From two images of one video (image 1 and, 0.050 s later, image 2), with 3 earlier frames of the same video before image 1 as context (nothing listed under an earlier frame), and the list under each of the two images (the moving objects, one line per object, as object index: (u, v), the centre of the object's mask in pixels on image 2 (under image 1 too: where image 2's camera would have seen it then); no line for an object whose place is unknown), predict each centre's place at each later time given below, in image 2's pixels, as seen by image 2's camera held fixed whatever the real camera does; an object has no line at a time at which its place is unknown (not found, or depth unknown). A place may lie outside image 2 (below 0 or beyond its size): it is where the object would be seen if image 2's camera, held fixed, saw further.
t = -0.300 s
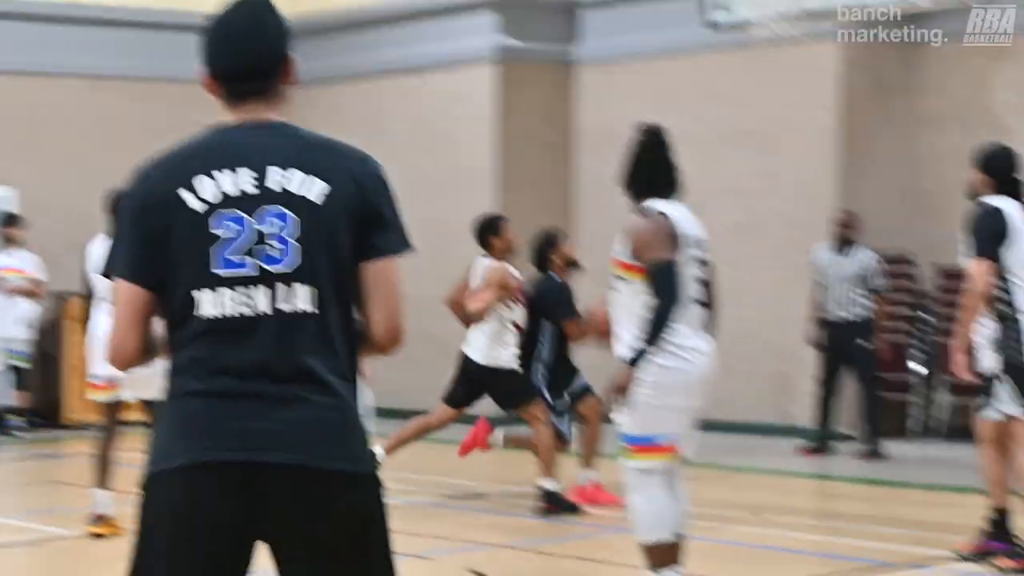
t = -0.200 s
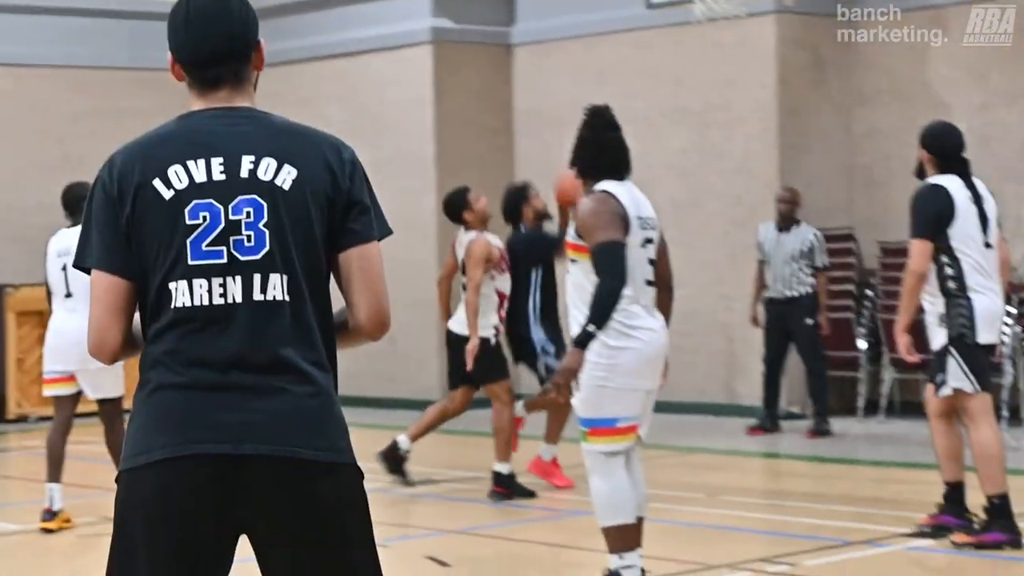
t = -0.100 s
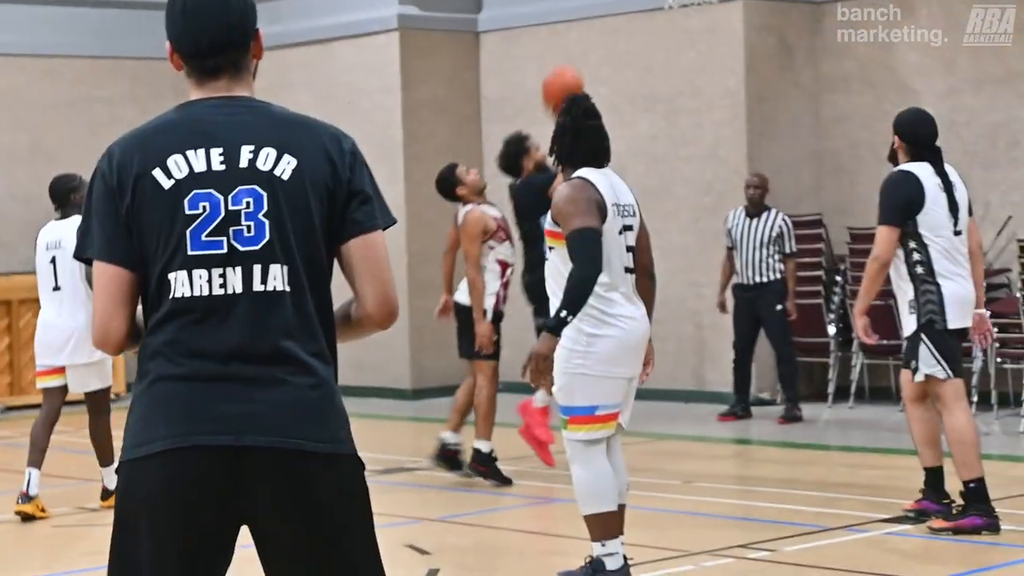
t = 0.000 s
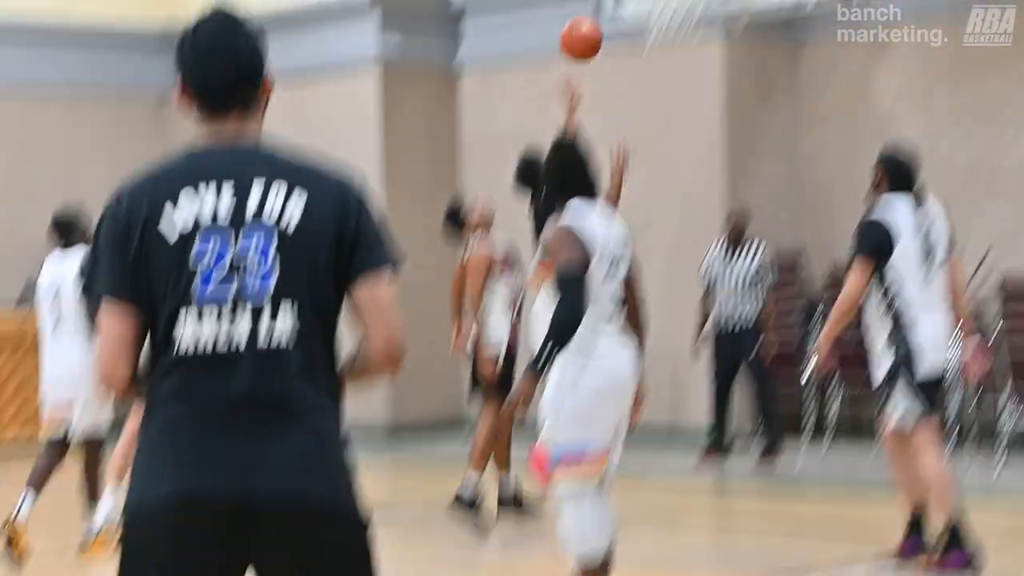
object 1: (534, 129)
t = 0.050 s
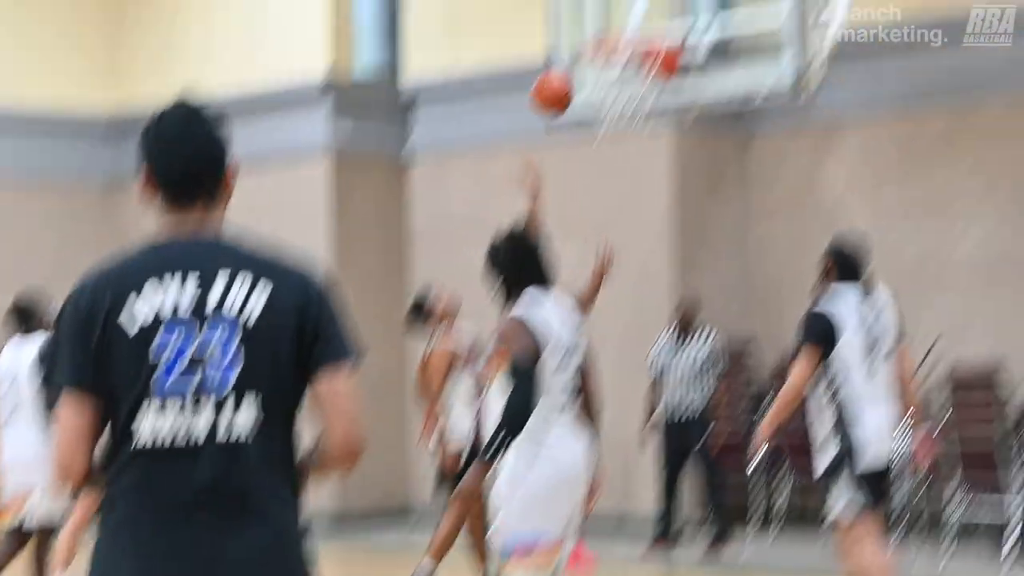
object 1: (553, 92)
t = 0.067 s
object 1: (559, 81)
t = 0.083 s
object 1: (566, 72)
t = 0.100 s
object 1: (572, 65)
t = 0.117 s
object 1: (577, 57)
